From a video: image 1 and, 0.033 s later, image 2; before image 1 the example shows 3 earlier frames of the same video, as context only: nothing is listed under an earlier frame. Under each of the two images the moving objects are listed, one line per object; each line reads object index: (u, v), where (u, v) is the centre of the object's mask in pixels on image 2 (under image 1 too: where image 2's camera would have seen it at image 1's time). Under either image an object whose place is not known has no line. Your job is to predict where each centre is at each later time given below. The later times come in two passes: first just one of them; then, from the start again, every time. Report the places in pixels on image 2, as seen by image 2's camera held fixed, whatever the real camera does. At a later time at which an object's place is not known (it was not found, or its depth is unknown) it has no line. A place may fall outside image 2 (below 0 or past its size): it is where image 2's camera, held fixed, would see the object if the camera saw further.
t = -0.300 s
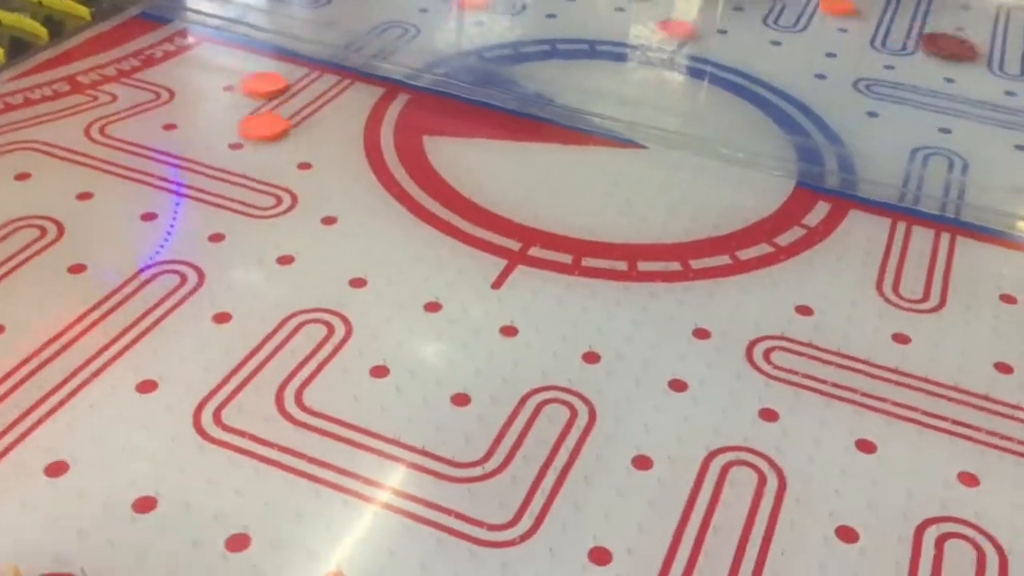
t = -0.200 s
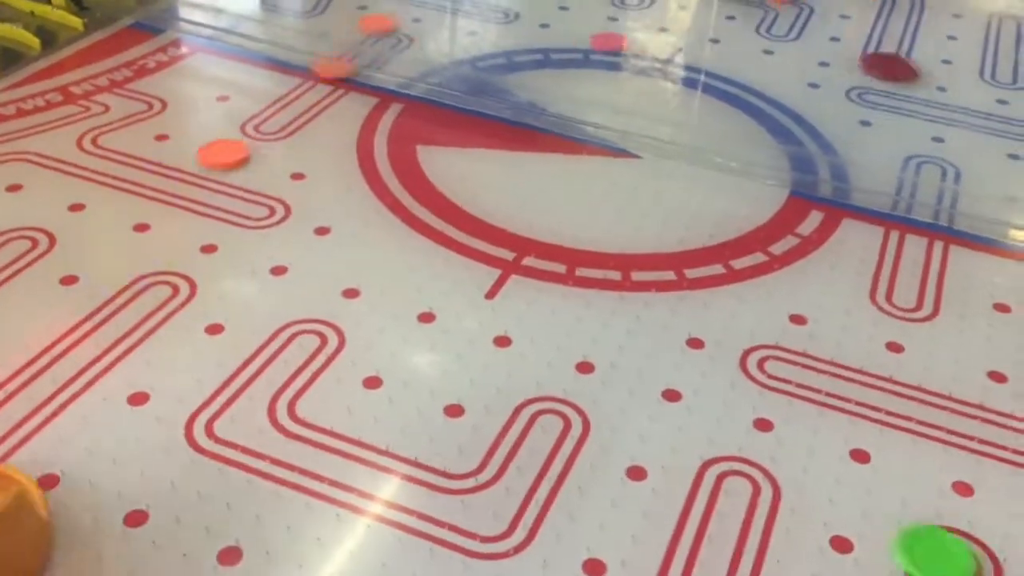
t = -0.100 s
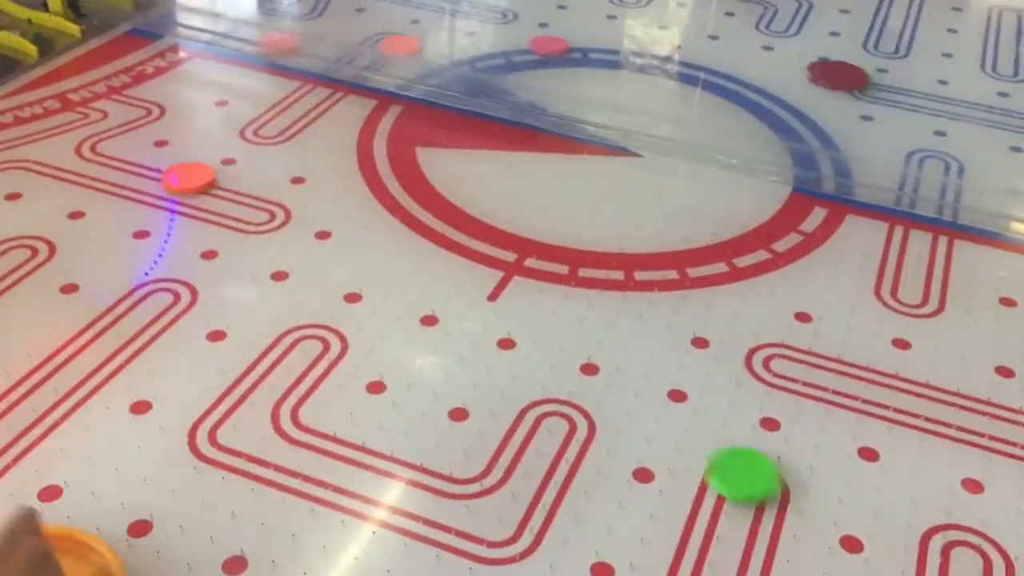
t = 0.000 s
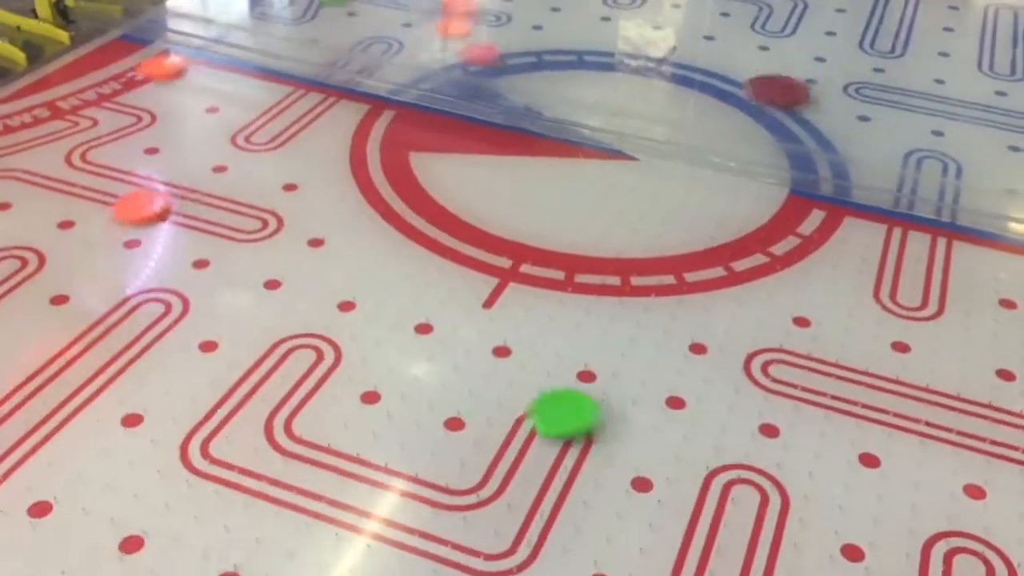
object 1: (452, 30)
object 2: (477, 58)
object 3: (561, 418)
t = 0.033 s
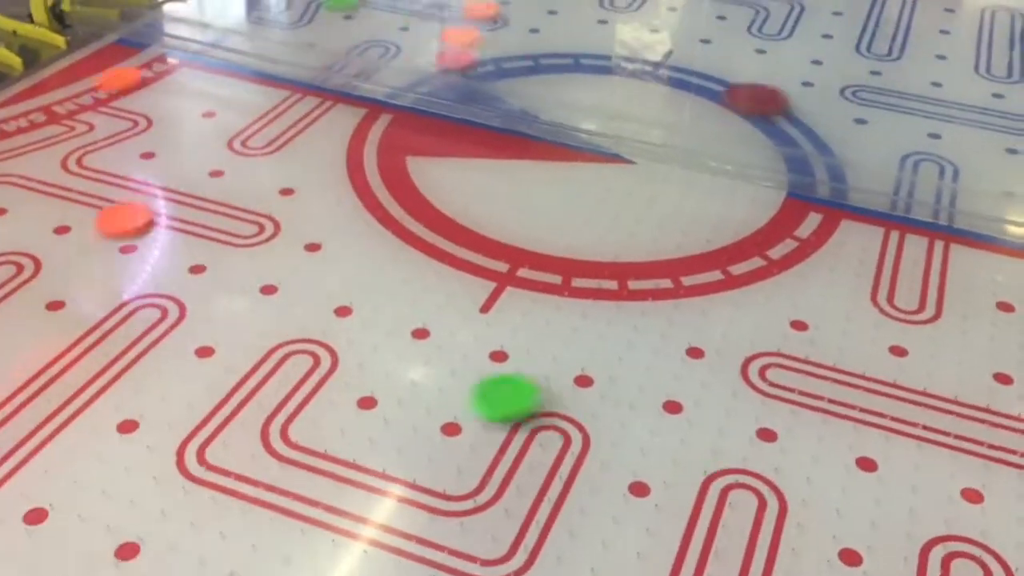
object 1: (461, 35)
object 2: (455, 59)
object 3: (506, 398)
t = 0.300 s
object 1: (519, 136)
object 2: (274, 77)
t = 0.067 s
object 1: (472, 45)
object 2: (435, 60)
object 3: (453, 377)
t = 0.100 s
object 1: (482, 57)
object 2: (413, 62)
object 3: (403, 359)
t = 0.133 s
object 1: (488, 72)
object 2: (392, 66)
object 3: (353, 340)
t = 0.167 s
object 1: (498, 81)
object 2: (368, 69)
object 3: (306, 322)
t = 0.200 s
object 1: (508, 94)
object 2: (346, 69)
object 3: (262, 305)
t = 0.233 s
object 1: (521, 105)
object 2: (323, 69)
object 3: (217, 289)
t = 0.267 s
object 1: (529, 123)
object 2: (299, 73)
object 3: (175, 274)
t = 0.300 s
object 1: (519, 136)
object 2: (274, 77)
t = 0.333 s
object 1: (479, 146)
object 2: (250, 80)
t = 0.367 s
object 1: (441, 156)
